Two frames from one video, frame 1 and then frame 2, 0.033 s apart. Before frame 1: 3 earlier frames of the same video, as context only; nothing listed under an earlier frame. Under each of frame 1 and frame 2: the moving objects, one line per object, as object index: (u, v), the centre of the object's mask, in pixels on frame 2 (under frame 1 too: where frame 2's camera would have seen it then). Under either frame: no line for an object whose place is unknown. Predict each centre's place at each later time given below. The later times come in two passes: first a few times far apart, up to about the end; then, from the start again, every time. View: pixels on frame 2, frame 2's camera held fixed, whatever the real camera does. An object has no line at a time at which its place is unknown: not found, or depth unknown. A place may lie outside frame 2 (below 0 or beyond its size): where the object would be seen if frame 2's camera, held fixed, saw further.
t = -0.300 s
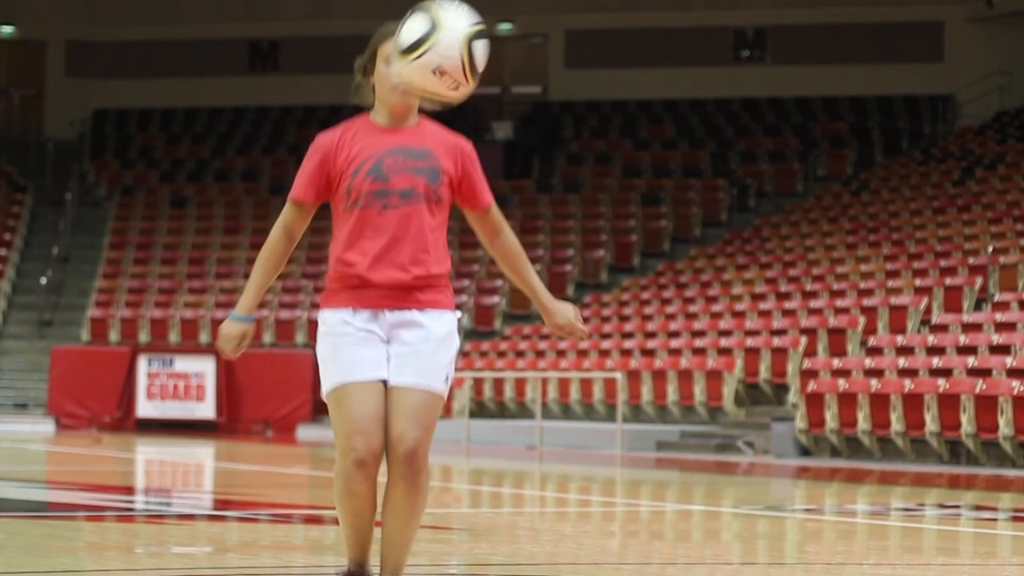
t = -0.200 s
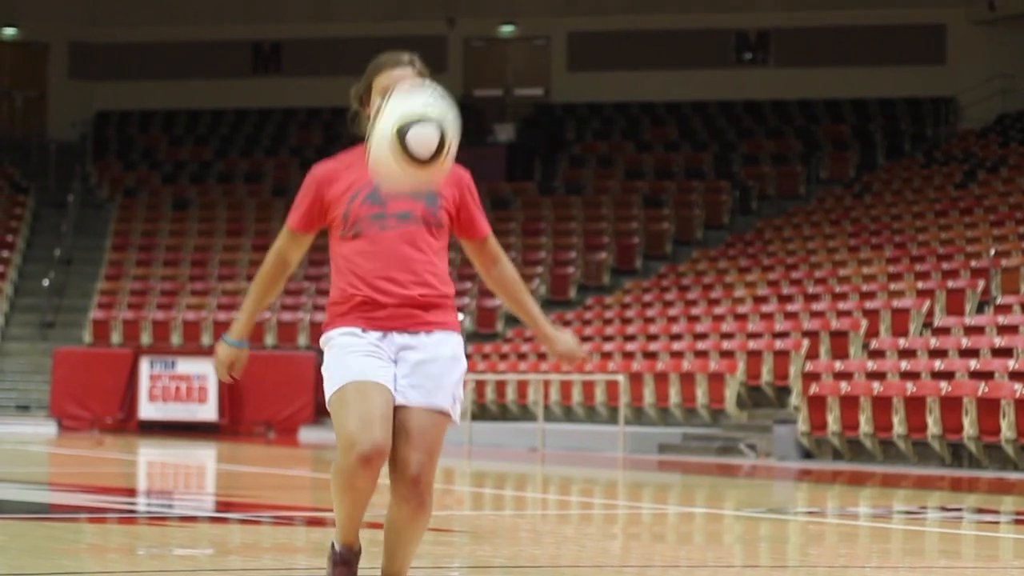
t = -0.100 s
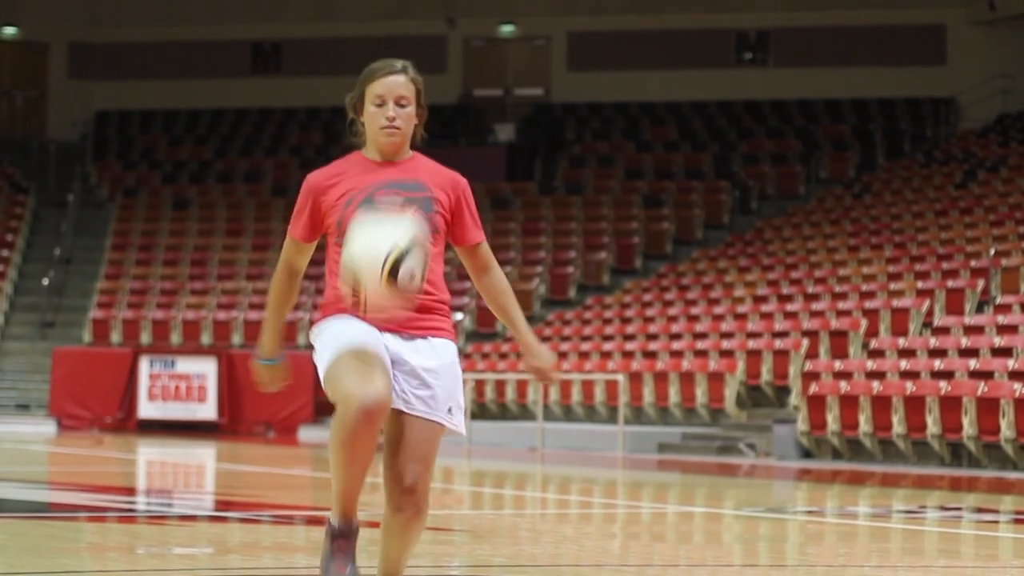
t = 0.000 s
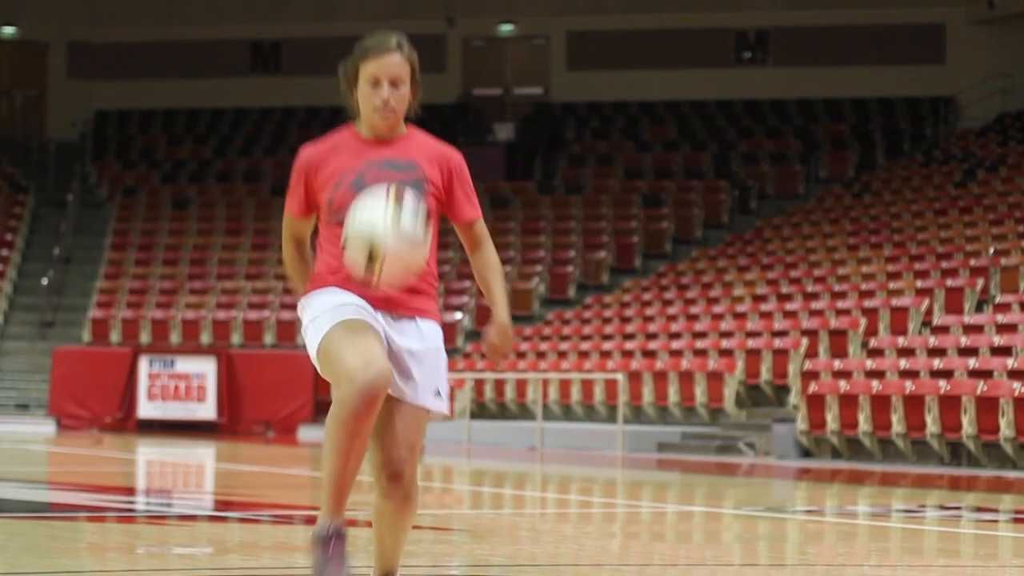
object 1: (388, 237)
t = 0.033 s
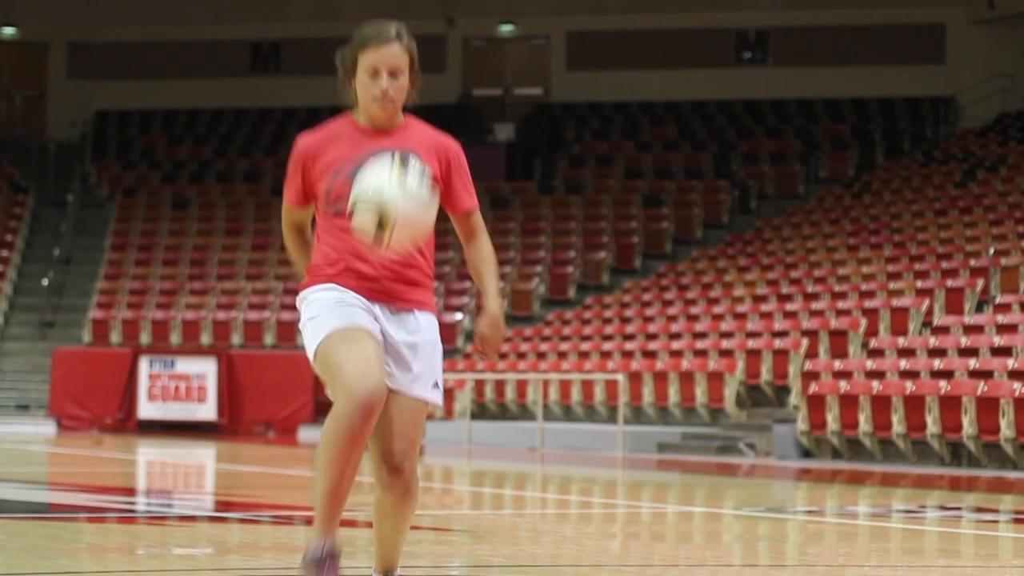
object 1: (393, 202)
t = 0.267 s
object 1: (438, 87)
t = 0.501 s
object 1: (478, 184)
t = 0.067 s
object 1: (399, 173)
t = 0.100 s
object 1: (406, 148)
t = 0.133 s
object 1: (412, 128)
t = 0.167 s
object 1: (419, 111)
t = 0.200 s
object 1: (426, 100)
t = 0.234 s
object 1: (433, 91)
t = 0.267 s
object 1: (438, 87)
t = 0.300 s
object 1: (445, 87)
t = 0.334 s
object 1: (450, 91)
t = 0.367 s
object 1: (456, 100)
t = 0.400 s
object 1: (462, 113)
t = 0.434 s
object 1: (468, 132)
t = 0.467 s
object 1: (473, 155)
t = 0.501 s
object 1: (478, 184)
